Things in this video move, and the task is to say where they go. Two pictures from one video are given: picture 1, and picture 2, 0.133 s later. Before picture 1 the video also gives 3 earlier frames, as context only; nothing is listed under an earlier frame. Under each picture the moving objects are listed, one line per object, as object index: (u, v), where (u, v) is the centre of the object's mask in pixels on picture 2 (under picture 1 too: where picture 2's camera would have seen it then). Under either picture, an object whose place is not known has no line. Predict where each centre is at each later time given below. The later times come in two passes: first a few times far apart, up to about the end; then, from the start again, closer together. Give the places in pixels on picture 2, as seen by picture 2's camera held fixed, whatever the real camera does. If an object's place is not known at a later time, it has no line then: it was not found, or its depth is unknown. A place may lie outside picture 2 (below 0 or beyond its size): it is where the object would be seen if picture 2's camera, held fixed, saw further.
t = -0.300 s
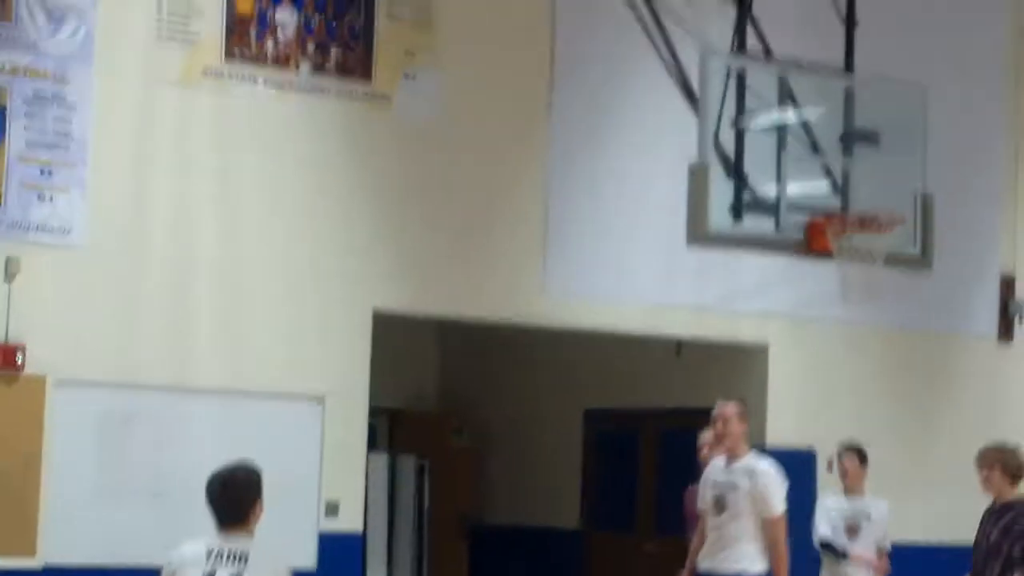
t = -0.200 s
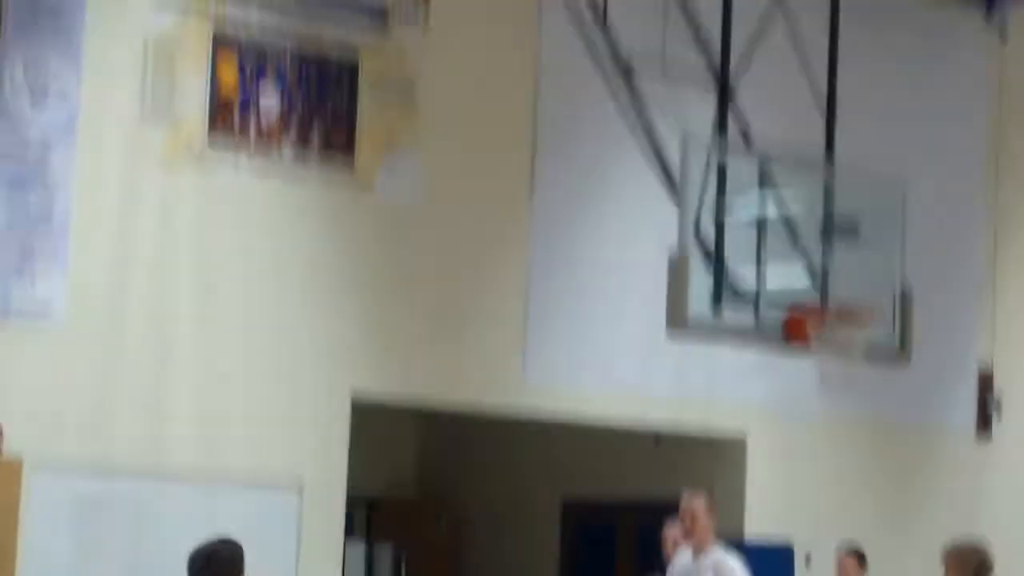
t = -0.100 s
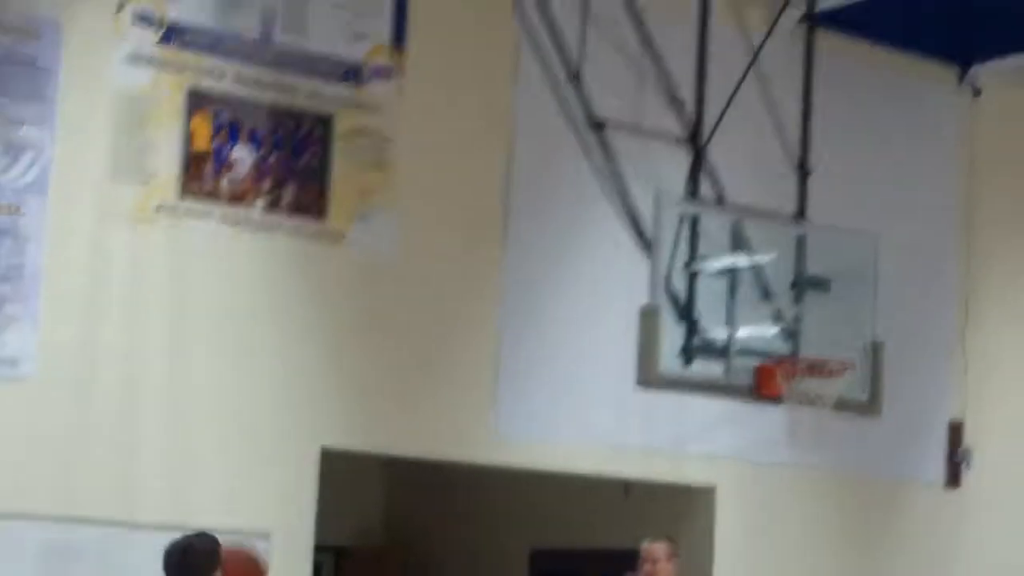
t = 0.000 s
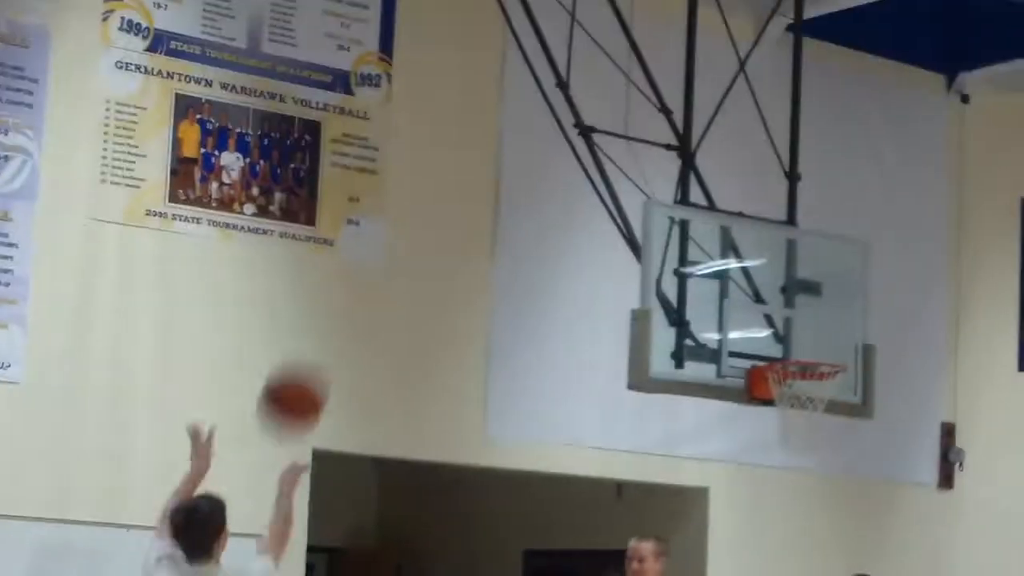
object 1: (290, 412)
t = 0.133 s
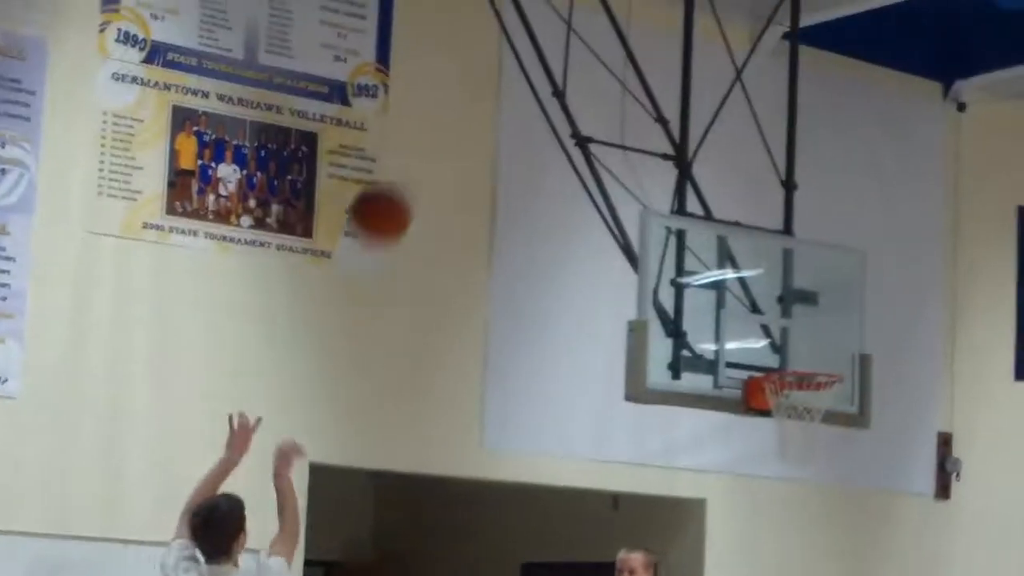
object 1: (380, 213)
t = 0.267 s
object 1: (458, 80)
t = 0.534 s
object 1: (582, -36)
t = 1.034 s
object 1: (744, 126)
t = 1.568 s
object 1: (817, 516)
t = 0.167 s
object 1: (402, 174)
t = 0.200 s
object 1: (421, 139)
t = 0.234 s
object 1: (439, 109)
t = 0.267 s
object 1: (458, 80)
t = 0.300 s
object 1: (476, 55)
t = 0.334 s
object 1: (494, 35)
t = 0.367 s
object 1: (512, 17)
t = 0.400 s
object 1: (527, 1)
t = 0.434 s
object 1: (542, -14)
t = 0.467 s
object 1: (556, -24)
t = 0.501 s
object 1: (568, -32)
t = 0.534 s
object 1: (582, -36)
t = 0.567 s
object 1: (596, -37)
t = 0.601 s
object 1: (609, -38)
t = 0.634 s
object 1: (621, -38)
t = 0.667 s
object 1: (633, -35)
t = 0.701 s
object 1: (645, -30)
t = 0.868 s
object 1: (699, 26)
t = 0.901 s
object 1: (708, 43)
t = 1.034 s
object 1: (744, 126)
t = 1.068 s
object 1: (753, 151)
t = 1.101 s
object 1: (761, 177)
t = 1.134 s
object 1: (770, 203)
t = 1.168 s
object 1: (779, 232)
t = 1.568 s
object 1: (817, 516)
